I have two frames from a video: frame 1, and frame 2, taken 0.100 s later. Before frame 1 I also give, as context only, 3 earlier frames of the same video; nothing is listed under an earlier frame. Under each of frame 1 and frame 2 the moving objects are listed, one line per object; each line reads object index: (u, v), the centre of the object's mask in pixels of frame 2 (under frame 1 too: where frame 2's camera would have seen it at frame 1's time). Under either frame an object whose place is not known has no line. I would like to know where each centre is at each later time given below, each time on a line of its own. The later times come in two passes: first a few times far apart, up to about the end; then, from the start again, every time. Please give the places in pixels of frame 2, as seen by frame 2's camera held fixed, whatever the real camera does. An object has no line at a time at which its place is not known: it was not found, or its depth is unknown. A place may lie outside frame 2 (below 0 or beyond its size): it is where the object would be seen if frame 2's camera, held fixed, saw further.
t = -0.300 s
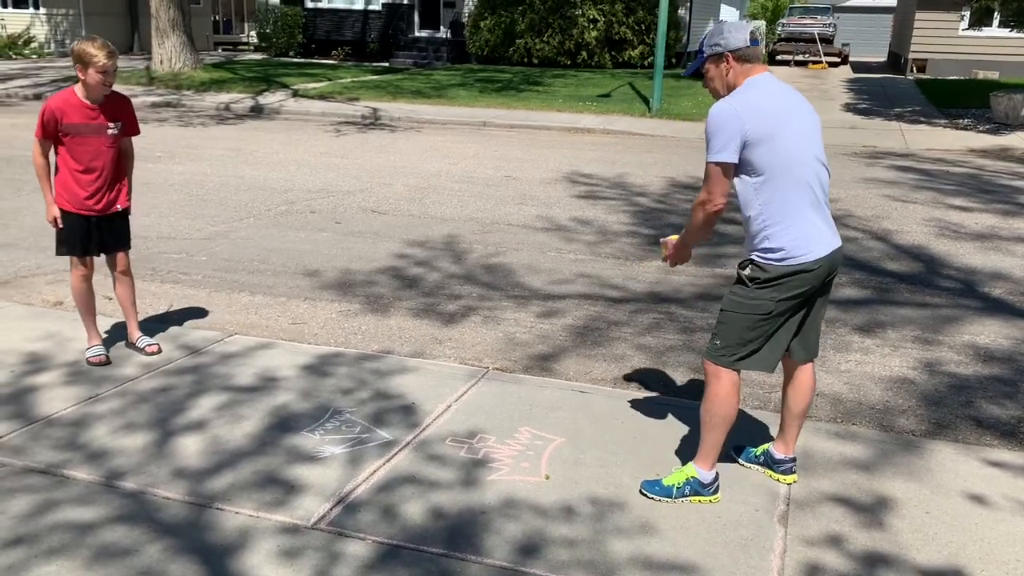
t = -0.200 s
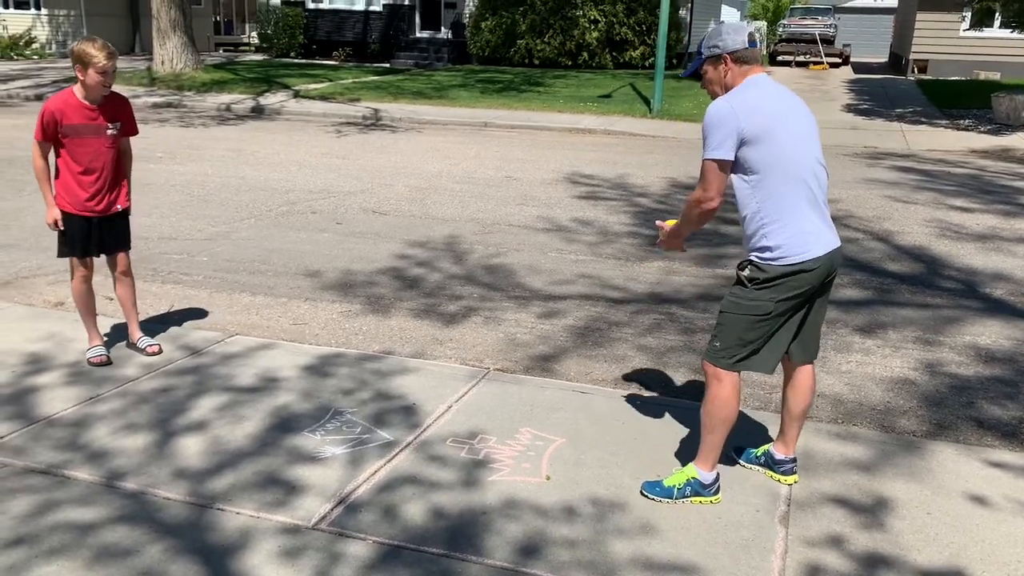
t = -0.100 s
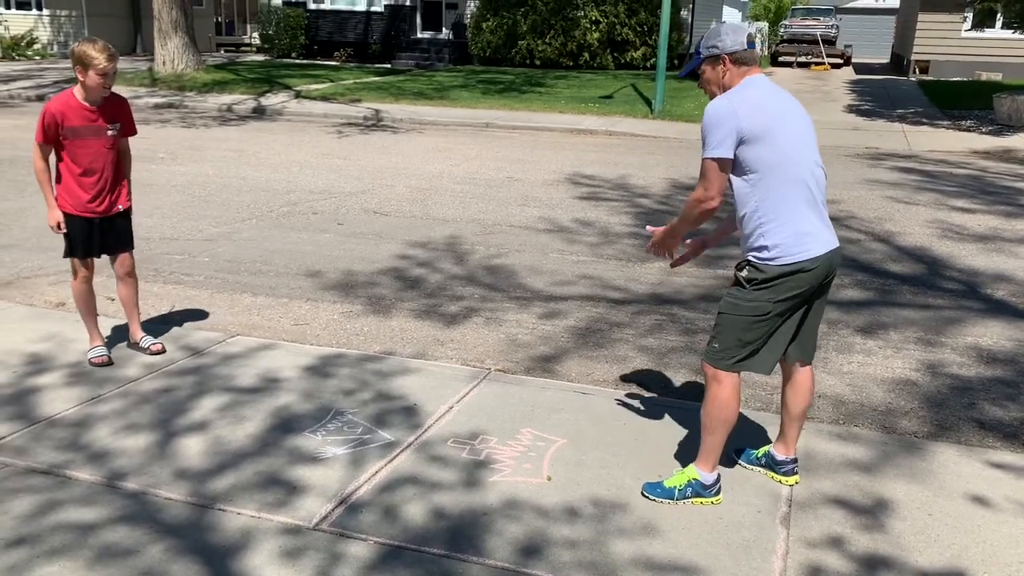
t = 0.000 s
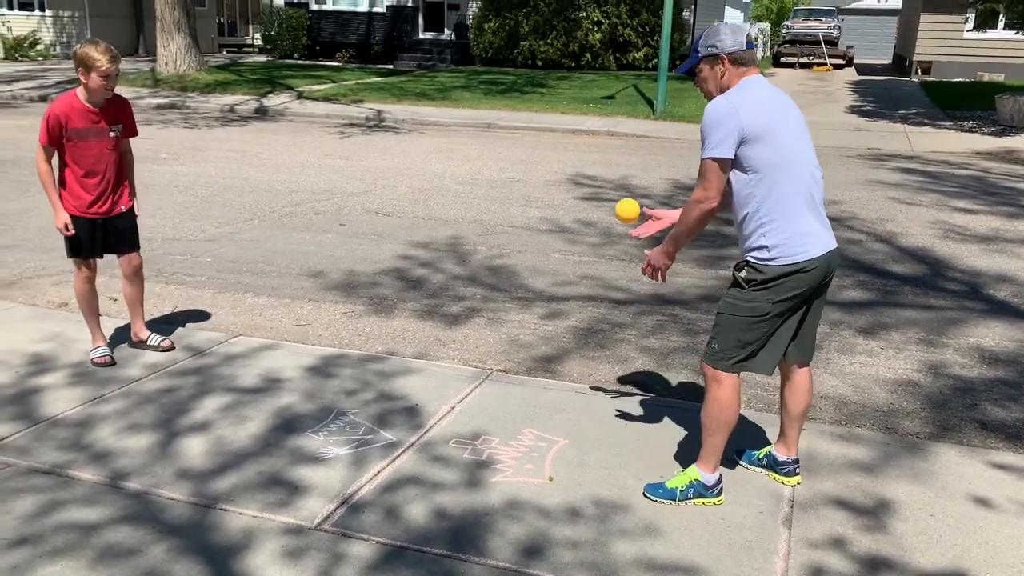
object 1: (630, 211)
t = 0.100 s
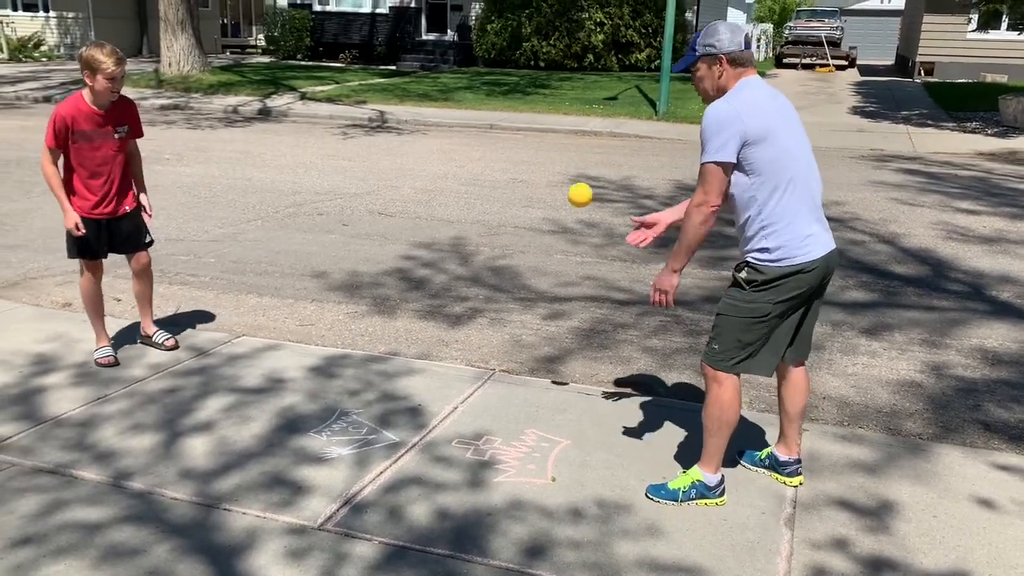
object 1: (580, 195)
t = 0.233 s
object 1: (515, 211)
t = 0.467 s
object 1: (411, 333)
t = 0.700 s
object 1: (341, 331)
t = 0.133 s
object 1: (563, 195)
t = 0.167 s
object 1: (547, 197)
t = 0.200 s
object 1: (531, 203)
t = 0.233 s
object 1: (515, 211)
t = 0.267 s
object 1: (499, 221)
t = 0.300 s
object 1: (484, 234)
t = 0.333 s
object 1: (469, 249)
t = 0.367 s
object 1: (454, 267)
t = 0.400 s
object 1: (439, 287)
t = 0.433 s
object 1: (425, 308)
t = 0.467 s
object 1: (411, 333)
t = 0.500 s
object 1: (398, 359)
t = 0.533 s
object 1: (384, 386)
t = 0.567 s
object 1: (374, 406)
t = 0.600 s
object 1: (366, 384)
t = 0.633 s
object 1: (358, 364)
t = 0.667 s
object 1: (350, 346)
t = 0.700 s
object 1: (341, 331)
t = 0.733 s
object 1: (334, 318)
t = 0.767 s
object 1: (326, 308)
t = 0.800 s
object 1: (318, 300)
